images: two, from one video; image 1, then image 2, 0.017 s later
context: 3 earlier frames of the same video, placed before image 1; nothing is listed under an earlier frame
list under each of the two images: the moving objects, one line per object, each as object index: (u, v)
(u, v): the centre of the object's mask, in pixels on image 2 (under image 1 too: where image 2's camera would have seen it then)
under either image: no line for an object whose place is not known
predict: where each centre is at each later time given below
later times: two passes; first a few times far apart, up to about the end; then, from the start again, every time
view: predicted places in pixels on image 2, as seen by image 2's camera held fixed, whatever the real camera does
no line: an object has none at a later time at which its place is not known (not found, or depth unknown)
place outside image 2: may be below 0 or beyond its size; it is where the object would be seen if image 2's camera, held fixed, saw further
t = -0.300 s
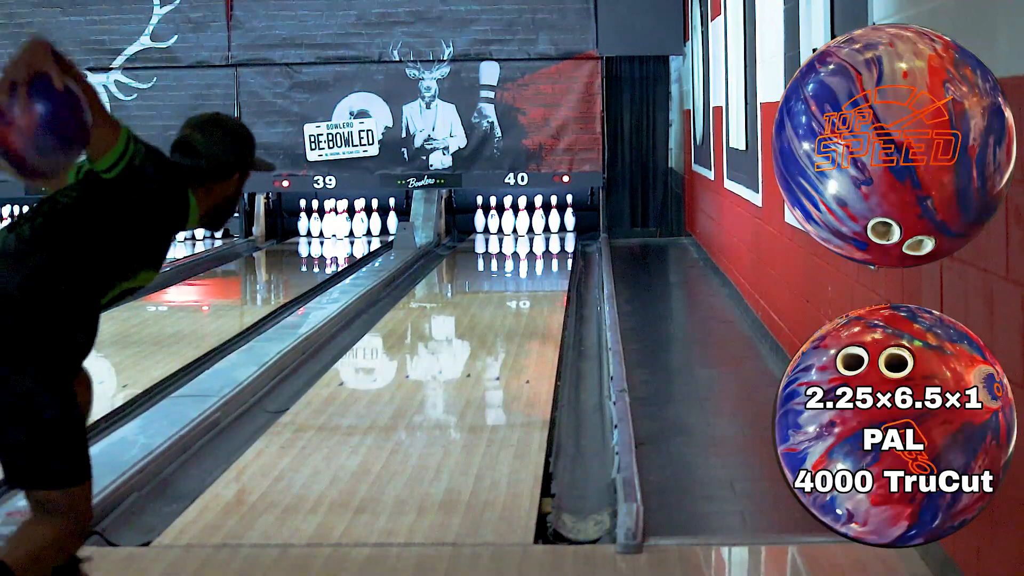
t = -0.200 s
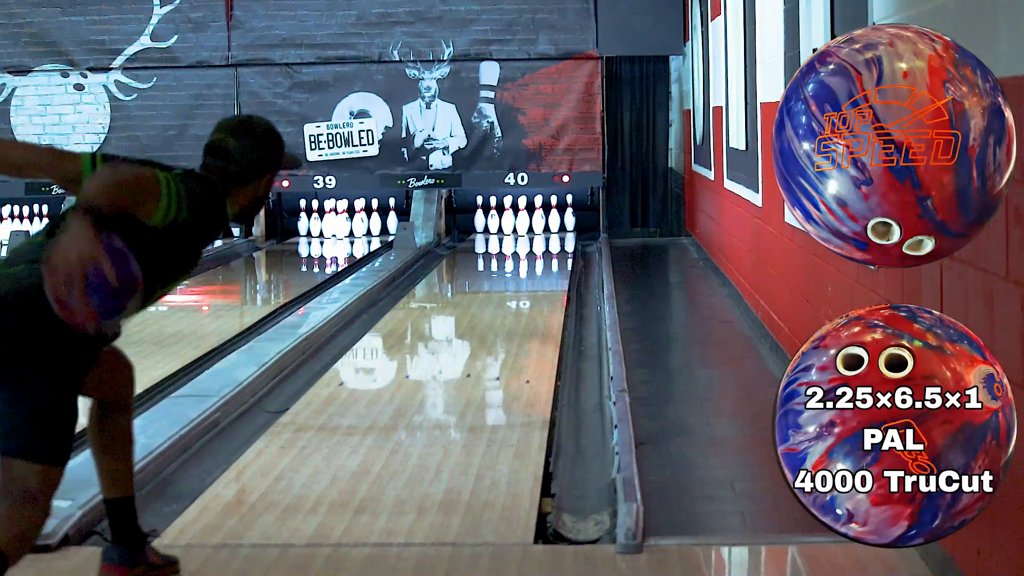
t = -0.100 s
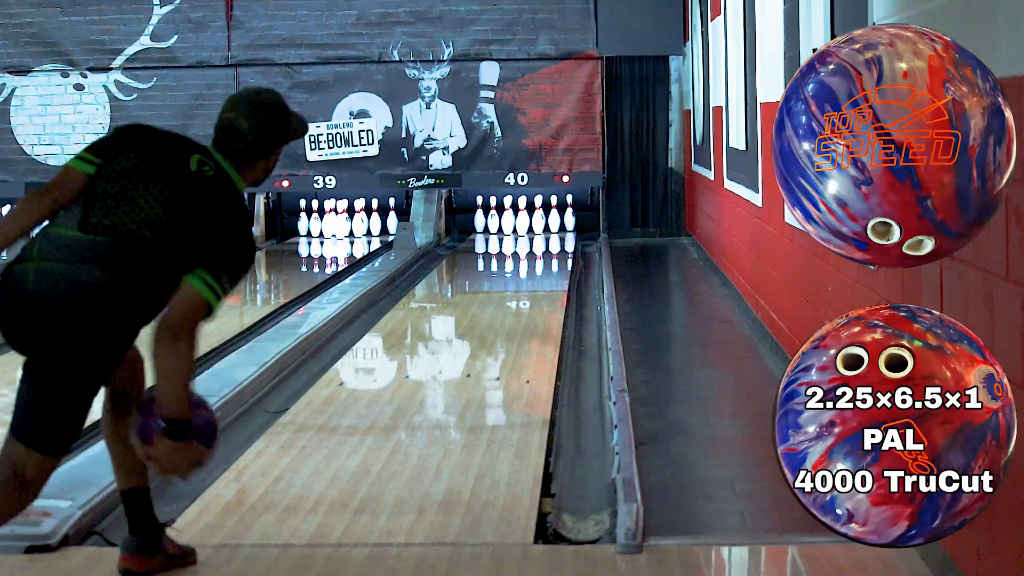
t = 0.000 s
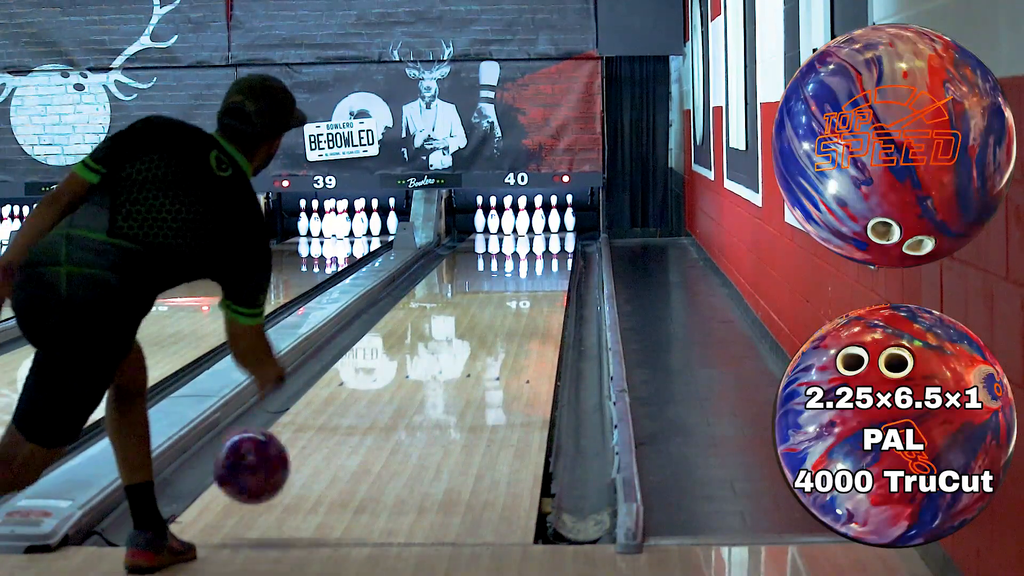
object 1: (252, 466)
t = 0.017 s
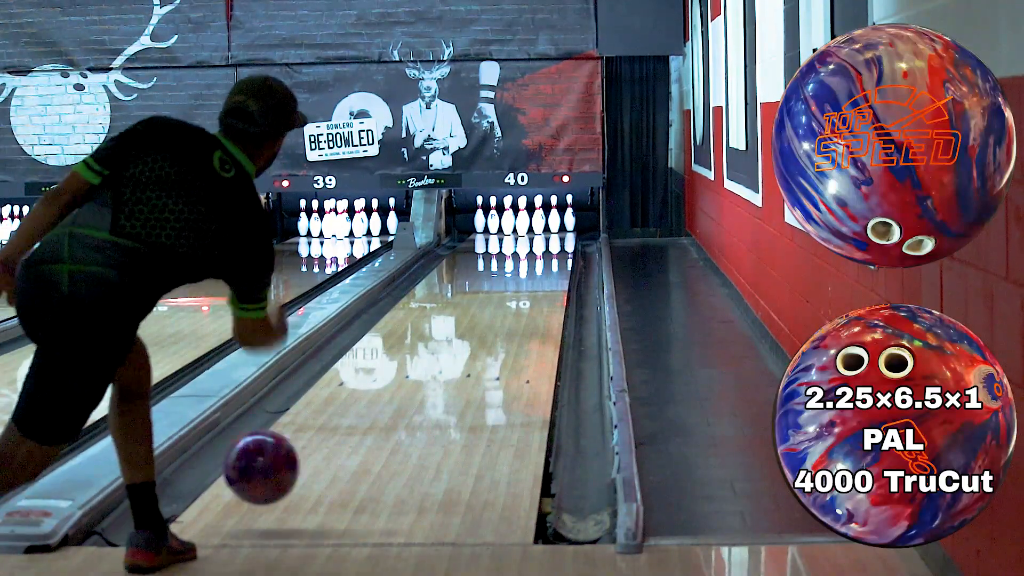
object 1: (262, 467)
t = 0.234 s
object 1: (362, 418)
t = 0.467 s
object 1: (432, 365)
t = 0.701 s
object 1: (479, 327)
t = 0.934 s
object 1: (513, 299)
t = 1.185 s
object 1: (538, 277)
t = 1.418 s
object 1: (552, 261)
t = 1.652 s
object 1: (557, 249)
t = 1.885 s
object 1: (555, 238)
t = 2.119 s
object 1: (545, 231)
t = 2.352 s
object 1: (537, 224)
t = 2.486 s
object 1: (538, 221)
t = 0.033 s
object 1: (271, 469)
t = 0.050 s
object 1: (280, 471)
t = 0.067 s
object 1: (289, 474)
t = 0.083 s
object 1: (298, 465)
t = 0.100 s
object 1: (306, 458)
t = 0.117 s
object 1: (314, 453)
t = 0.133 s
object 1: (321, 448)
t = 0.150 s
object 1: (329, 444)
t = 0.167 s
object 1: (336, 438)
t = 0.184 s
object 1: (342, 433)
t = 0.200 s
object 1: (349, 428)
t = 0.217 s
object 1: (356, 423)
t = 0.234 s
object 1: (362, 418)
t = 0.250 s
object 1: (368, 414)
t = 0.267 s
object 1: (374, 409)
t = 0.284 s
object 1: (379, 405)
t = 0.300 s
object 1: (385, 401)
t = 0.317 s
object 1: (390, 397)
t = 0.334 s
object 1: (395, 393)
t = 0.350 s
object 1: (400, 389)
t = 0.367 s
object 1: (405, 385)
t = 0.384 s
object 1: (410, 382)
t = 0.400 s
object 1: (415, 378)
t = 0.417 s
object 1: (419, 375)
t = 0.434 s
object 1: (423, 371)
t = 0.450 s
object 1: (428, 368)
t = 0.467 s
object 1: (432, 365)
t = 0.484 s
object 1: (436, 361)
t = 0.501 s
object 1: (440, 358)
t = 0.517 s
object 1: (444, 355)
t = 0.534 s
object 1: (447, 352)
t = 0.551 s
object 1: (451, 349)
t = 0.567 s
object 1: (454, 347)
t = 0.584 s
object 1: (458, 344)
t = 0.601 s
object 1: (461, 341)
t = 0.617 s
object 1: (464, 339)
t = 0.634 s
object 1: (467, 336)
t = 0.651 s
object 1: (470, 334)
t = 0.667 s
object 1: (473, 331)
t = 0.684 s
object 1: (476, 329)
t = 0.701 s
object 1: (479, 327)
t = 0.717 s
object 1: (482, 325)
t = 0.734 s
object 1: (485, 322)
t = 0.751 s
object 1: (488, 320)
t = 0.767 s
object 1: (490, 318)
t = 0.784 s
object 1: (493, 316)
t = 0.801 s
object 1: (495, 314)
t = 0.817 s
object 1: (497, 313)
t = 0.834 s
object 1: (500, 311)
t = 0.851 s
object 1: (502, 309)
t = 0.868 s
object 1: (504, 307)
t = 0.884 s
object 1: (507, 305)
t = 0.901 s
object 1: (509, 303)
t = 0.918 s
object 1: (511, 301)
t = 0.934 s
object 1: (513, 299)
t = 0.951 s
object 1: (515, 298)
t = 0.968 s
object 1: (517, 296)
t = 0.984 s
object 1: (519, 295)
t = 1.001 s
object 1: (521, 293)
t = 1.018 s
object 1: (522, 291)
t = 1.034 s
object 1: (524, 290)
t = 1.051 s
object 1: (526, 288)
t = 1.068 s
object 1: (528, 287)
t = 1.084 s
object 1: (529, 285)
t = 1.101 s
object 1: (531, 284)
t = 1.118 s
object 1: (533, 282)
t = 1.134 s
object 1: (534, 281)
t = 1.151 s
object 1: (535, 280)
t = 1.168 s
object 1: (537, 279)
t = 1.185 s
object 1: (538, 277)
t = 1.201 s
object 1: (539, 276)
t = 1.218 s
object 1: (541, 275)
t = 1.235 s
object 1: (542, 273)
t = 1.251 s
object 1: (543, 272)
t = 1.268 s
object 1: (544, 271)
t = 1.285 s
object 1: (545, 270)
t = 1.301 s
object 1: (546, 269)
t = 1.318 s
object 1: (547, 268)
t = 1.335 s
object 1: (549, 267)
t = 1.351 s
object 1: (549, 266)
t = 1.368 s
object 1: (550, 265)
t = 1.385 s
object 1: (551, 264)
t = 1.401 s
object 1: (552, 262)
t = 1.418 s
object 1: (552, 261)
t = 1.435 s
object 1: (553, 260)
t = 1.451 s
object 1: (553, 260)
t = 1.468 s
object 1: (554, 259)
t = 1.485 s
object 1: (554, 258)
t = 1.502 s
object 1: (555, 257)
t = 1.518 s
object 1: (556, 255)
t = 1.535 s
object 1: (556, 255)
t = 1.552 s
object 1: (556, 254)
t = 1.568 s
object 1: (557, 253)
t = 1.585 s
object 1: (557, 252)
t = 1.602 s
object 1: (557, 251)
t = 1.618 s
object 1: (557, 251)
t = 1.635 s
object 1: (557, 250)
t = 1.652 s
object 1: (557, 249)
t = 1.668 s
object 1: (558, 248)
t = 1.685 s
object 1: (558, 247)
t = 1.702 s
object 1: (558, 246)
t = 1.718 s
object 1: (558, 246)
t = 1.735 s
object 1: (557, 245)
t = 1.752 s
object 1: (558, 244)
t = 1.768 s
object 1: (557, 243)
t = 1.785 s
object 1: (557, 242)
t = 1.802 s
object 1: (557, 241)
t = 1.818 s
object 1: (556, 241)
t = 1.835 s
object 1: (556, 240)
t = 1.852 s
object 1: (556, 240)
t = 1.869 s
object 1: (555, 239)
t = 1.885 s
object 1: (555, 238)
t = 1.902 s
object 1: (554, 237)
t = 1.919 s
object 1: (554, 237)
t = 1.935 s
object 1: (553, 236)
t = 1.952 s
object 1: (553, 236)
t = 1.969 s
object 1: (552, 235)
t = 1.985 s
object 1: (552, 235)
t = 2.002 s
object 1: (551, 234)
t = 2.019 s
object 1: (550, 234)
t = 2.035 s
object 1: (549, 233)
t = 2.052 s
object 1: (549, 233)
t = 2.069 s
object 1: (548, 232)
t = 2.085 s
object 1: (547, 231)
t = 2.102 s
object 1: (546, 231)
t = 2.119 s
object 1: (545, 231)
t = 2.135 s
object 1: (544, 230)
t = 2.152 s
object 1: (543, 230)
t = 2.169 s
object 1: (543, 229)
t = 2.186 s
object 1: (541, 229)
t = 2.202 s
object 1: (540, 228)
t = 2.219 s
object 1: (539, 227)
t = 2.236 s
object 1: (538, 227)
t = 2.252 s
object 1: (537, 226)
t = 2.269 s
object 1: (536, 226)
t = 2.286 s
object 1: (536, 225)
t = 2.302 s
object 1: (536, 225)
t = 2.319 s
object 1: (537, 224)
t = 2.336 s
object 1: (537, 224)
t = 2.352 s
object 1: (537, 224)
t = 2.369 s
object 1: (538, 223)
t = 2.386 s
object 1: (538, 223)
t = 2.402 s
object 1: (538, 223)
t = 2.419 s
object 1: (538, 223)
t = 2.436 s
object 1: (539, 222)
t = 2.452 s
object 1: (539, 222)
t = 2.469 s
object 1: (539, 222)
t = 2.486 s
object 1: (538, 221)
